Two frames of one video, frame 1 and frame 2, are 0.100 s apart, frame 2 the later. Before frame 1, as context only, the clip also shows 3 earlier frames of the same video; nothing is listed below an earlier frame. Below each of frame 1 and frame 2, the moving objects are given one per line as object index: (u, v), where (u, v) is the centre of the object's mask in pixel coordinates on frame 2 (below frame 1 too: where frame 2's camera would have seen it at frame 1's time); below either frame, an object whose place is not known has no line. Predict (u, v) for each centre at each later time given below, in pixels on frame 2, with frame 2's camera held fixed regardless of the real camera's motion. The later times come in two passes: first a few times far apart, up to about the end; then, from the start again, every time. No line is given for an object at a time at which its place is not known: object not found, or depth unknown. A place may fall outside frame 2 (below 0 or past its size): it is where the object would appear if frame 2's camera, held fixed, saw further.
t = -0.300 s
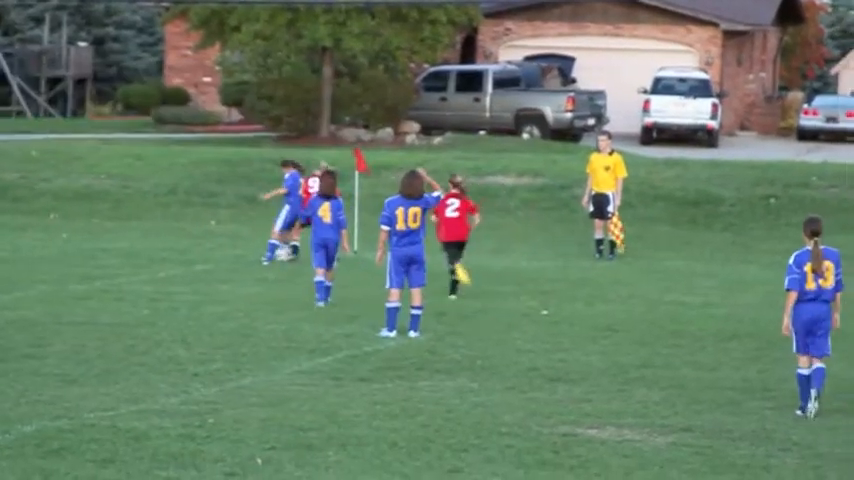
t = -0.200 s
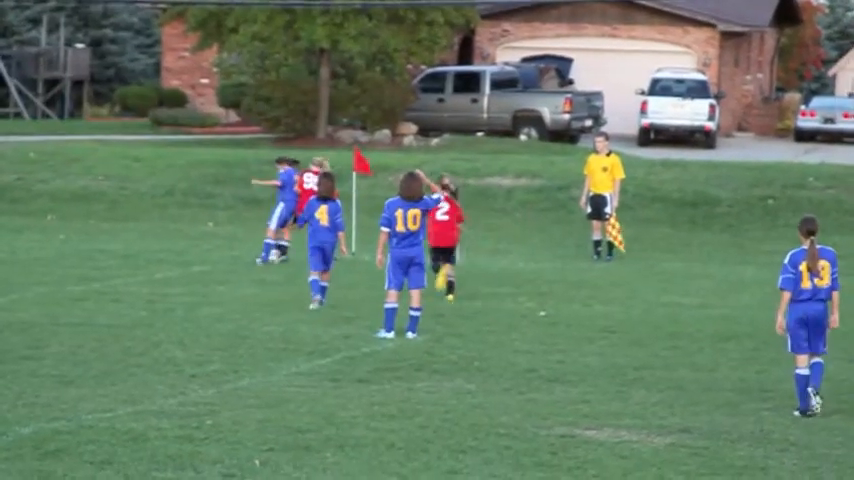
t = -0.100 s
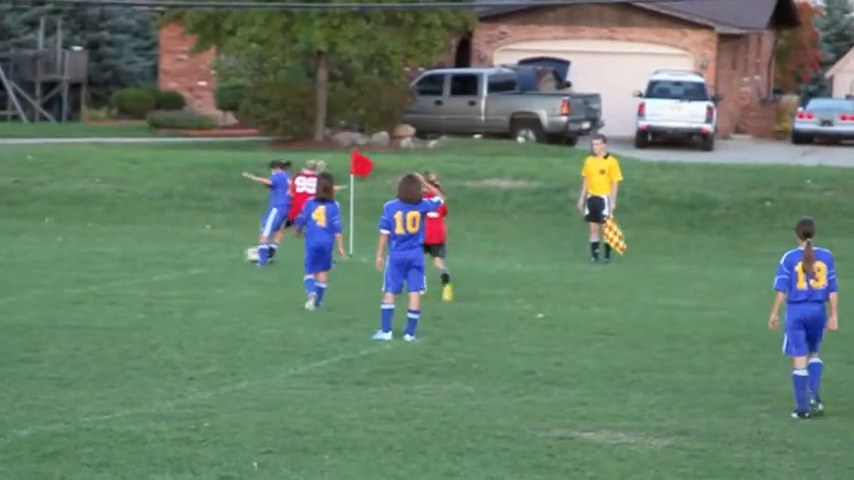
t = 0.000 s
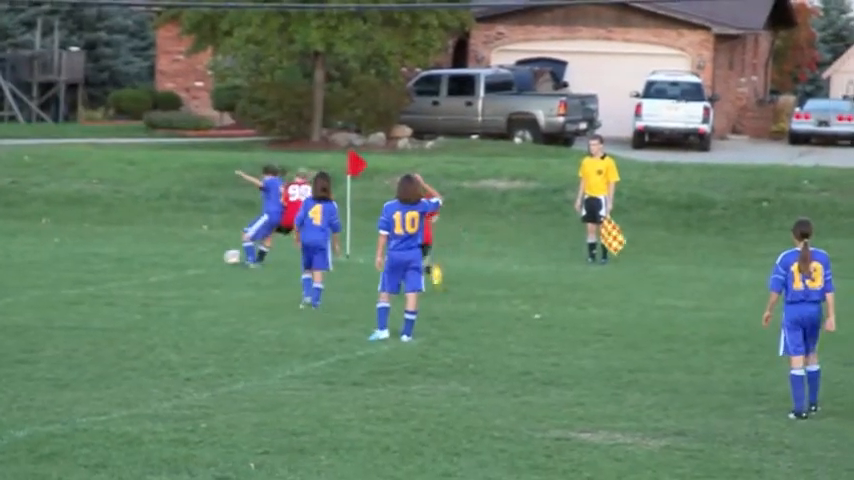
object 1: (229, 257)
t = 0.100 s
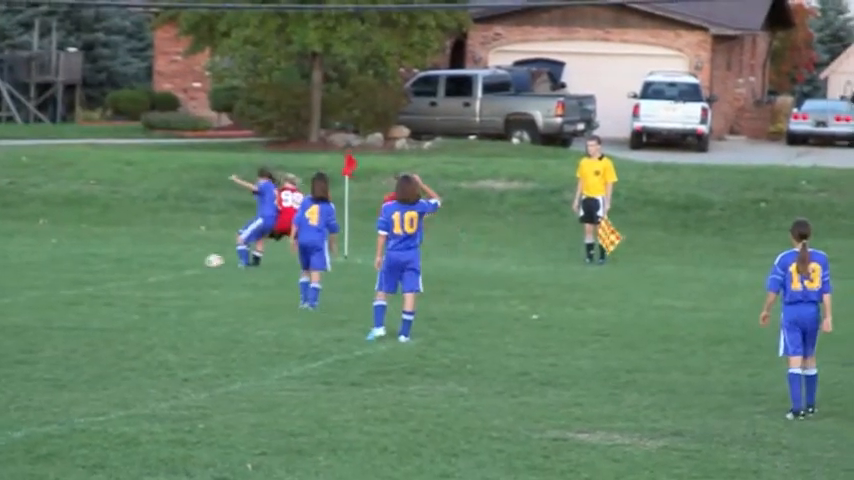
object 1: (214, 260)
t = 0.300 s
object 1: (194, 259)
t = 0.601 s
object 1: (166, 258)
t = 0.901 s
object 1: (149, 257)
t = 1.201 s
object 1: (141, 256)
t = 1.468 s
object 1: (142, 257)
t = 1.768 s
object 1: (143, 257)
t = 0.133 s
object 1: (210, 259)
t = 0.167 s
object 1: (208, 258)
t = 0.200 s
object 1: (205, 258)
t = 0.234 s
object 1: (200, 259)
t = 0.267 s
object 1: (197, 260)
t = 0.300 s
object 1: (194, 259)
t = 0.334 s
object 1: (190, 259)
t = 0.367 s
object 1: (187, 259)
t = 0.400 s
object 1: (183, 259)
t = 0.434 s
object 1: (180, 259)
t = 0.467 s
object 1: (177, 259)
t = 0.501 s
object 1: (174, 259)
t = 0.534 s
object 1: (171, 259)
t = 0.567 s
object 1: (168, 258)
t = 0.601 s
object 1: (166, 258)
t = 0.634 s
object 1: (163, 257)
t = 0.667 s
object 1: (161, 258)
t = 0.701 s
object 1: (159, 257)
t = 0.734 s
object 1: (157, 257)
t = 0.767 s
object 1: (155, 257)
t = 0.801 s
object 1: (153, 257)
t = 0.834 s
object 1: (151, 257)
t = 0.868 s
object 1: (150, 257)
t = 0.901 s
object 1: (149, 257)
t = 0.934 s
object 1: (148, 257)
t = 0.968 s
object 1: (146, 257)
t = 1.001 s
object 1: (145, 257)
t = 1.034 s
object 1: (144, 257)
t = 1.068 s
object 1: (143, 257)
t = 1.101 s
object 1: (142, 256)
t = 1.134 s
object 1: (142, 257)
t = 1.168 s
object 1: (141, 257)
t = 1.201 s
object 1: (141, 256)
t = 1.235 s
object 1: (141, 256)
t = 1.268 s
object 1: (141, 257)
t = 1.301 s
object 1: (141, 257)
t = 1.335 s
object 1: (141, 257)
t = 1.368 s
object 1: (141, 257)
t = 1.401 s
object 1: (141, 257)
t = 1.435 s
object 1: (141, 256)
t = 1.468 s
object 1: (142, 257)
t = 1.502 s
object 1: (142, 257)
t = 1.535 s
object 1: (143, 257)
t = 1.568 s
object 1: (143, 257)
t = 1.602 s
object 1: (143, 257)
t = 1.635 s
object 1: (143, 257)
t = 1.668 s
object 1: (143, 257)
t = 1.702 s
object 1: (143, 257)
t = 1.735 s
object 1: (143, 257)
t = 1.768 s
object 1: (143, 257)
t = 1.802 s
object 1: (143, 257)
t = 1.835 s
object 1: (143, 257)
